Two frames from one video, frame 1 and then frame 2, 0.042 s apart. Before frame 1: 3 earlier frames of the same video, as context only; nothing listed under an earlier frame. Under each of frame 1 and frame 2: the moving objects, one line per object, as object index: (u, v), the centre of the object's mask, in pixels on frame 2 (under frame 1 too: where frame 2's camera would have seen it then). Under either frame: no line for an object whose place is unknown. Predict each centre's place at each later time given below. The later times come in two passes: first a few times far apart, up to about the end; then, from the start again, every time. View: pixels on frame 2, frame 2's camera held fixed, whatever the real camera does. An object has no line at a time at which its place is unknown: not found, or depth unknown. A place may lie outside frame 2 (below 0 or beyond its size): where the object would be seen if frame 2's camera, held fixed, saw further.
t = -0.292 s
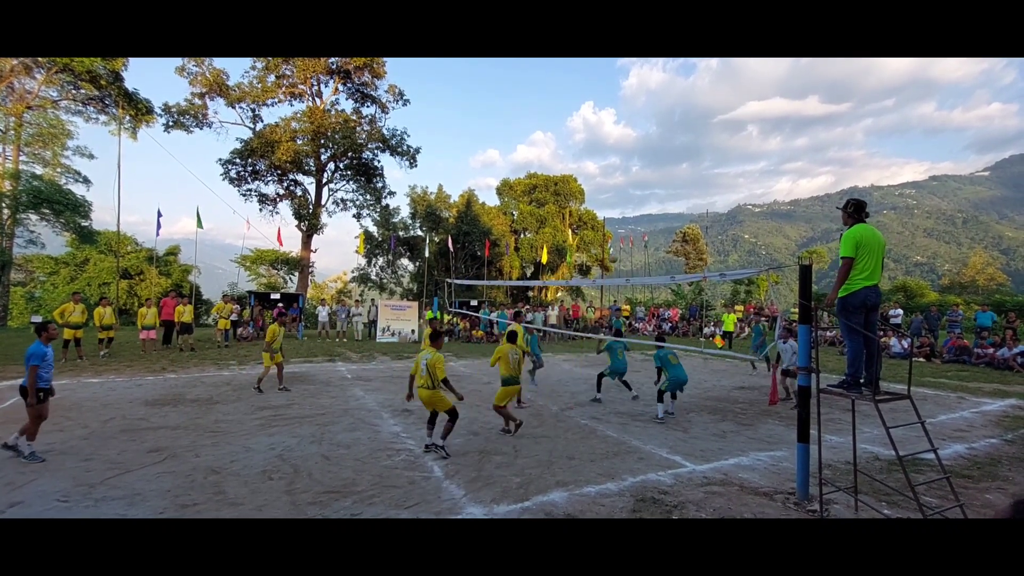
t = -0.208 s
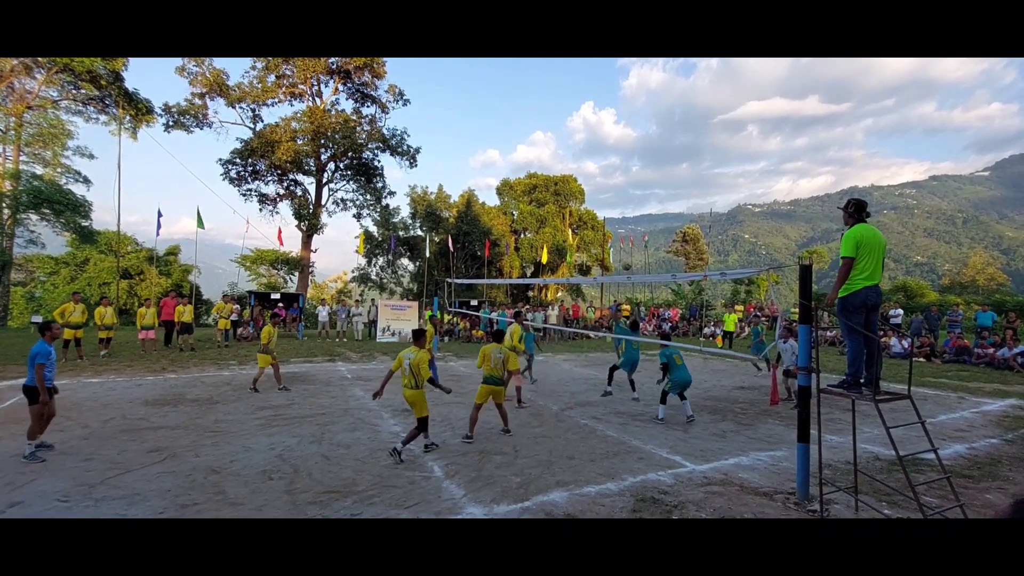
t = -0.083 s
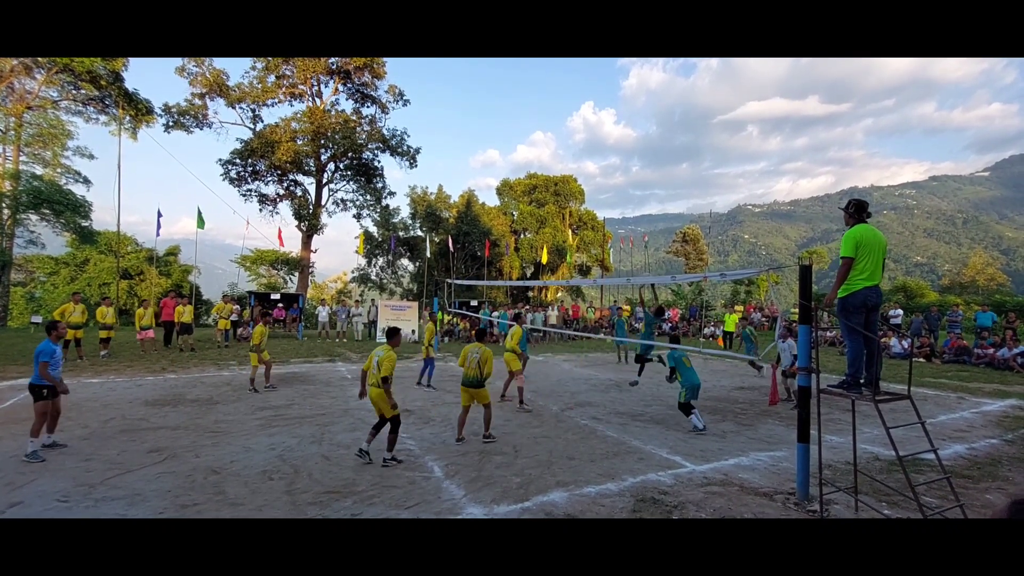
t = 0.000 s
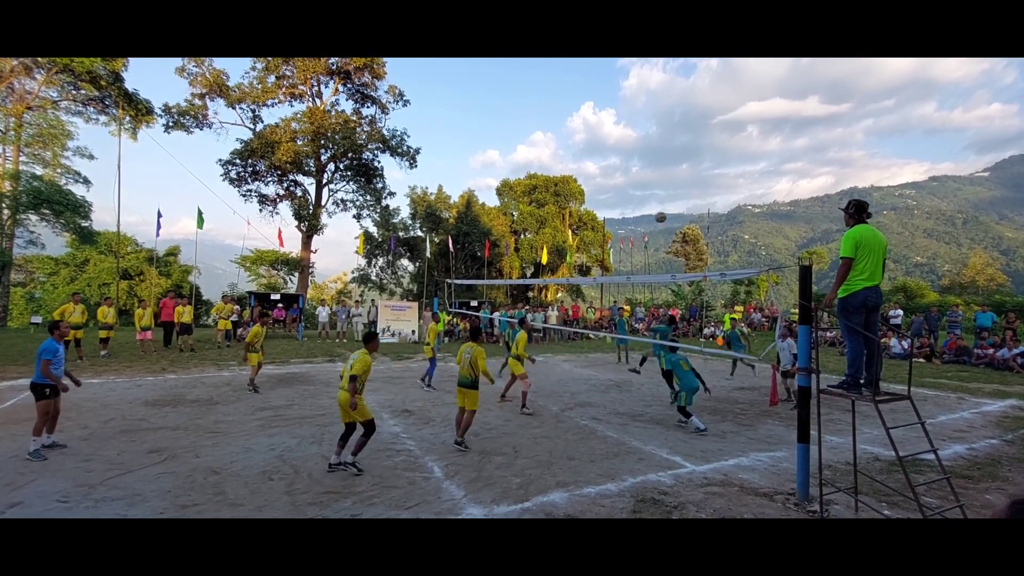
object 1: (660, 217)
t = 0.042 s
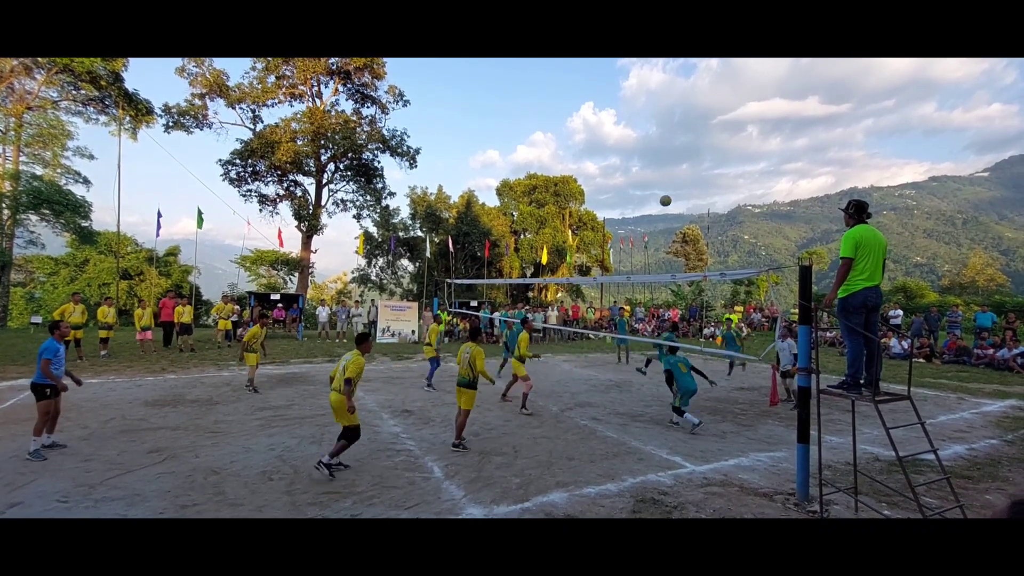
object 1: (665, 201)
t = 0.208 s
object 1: (695, 146)
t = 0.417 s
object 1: (736, 178)
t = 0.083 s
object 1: (673, 179)
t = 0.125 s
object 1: (678, 168)
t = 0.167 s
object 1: (687, 154)
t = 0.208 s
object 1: (695, 146)
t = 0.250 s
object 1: (701, 143)
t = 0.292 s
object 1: (710, 144)
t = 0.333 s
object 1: (717, 148)
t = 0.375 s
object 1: (726, 160)
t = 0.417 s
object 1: (736, 178)
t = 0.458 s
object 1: (743, 195)
